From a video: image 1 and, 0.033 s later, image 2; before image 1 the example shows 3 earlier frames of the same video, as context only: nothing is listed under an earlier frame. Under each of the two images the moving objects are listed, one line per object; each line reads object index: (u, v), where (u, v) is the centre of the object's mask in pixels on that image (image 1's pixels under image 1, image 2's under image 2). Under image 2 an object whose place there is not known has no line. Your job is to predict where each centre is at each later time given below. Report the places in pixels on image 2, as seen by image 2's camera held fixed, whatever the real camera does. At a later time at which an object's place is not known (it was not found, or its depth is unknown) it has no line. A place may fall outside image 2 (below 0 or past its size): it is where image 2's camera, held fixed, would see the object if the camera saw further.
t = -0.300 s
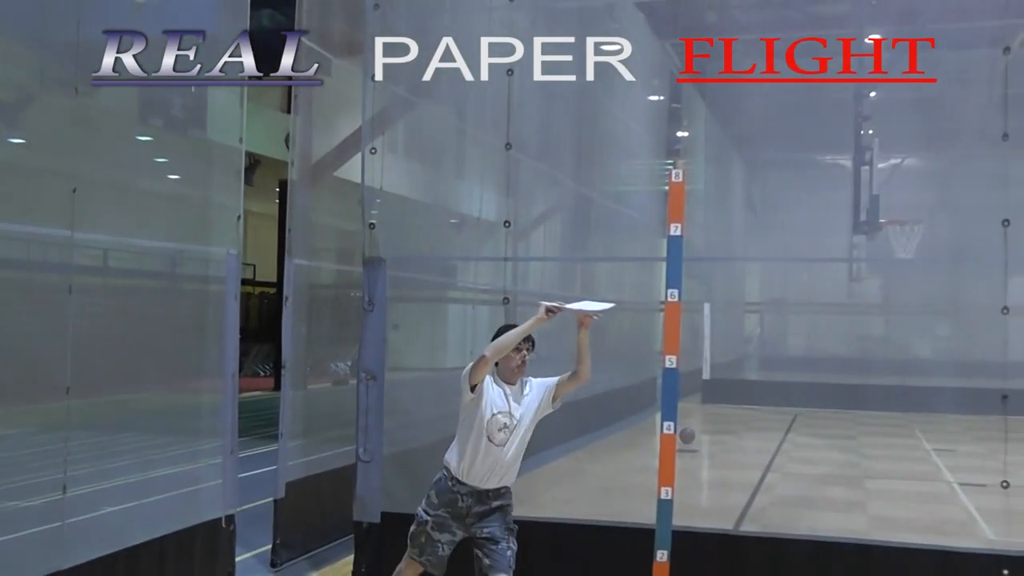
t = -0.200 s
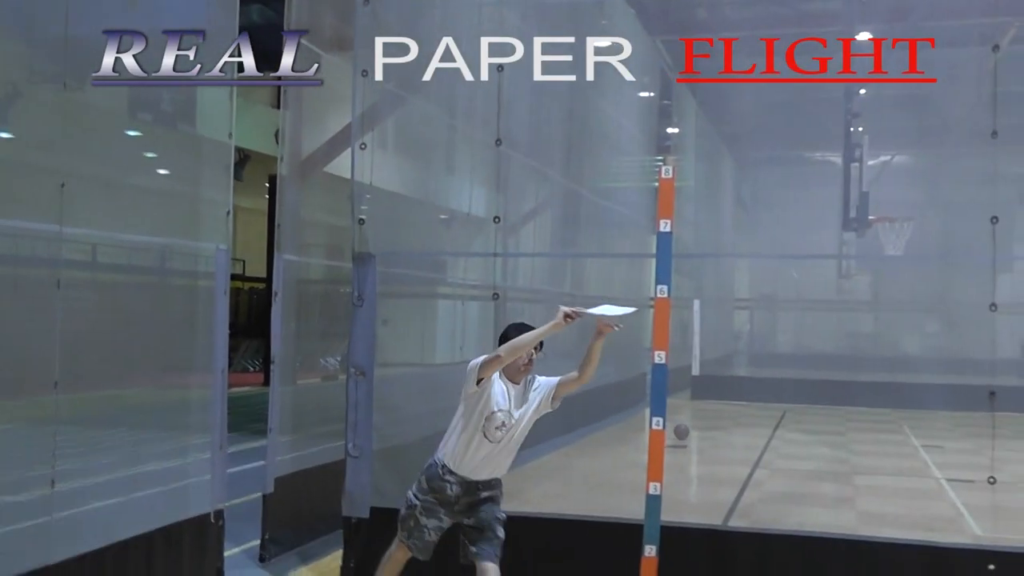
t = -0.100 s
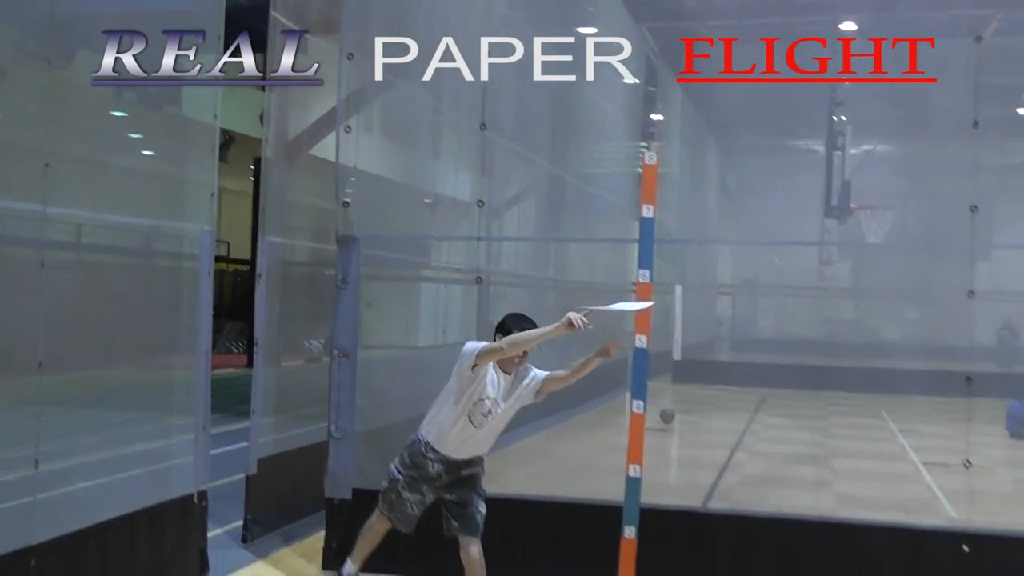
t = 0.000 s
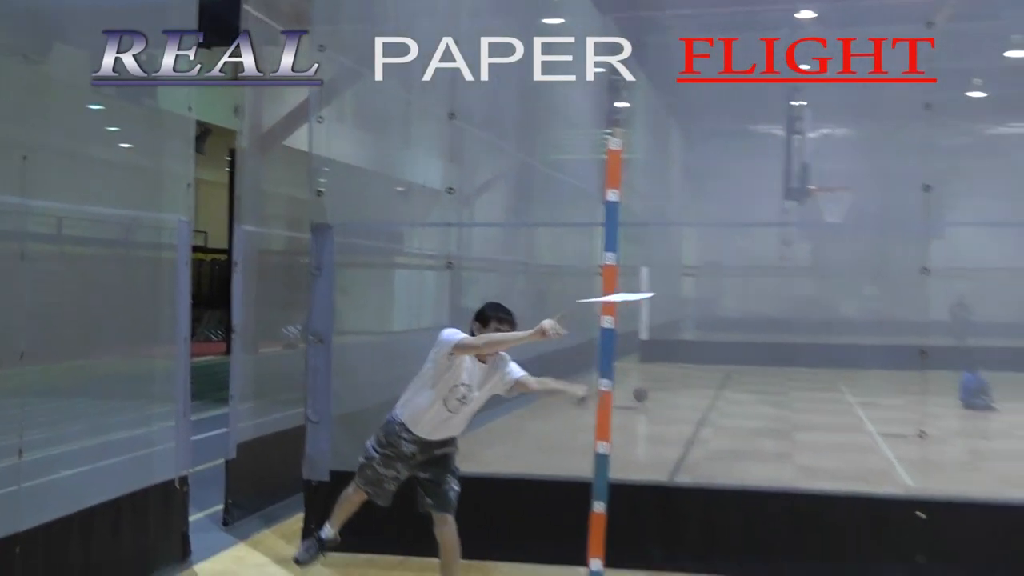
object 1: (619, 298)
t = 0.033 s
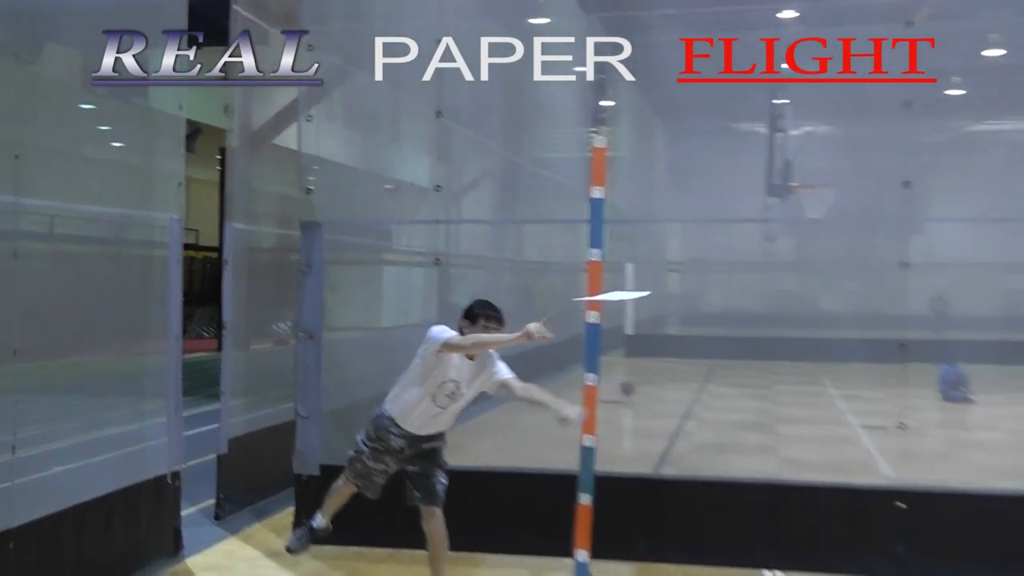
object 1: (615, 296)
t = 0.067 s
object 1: (627, 299)
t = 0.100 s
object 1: (638, 303)
